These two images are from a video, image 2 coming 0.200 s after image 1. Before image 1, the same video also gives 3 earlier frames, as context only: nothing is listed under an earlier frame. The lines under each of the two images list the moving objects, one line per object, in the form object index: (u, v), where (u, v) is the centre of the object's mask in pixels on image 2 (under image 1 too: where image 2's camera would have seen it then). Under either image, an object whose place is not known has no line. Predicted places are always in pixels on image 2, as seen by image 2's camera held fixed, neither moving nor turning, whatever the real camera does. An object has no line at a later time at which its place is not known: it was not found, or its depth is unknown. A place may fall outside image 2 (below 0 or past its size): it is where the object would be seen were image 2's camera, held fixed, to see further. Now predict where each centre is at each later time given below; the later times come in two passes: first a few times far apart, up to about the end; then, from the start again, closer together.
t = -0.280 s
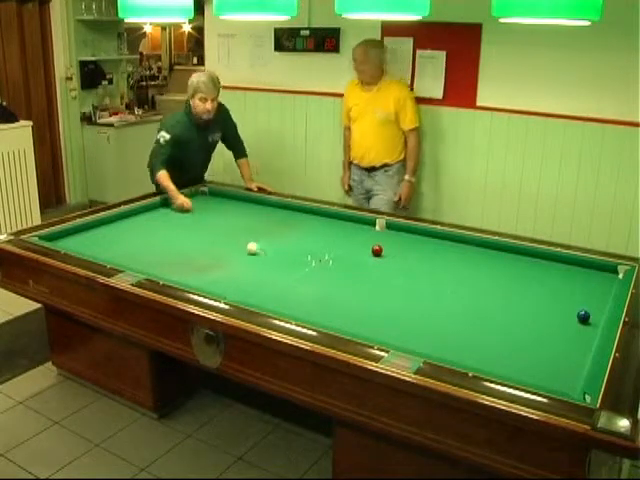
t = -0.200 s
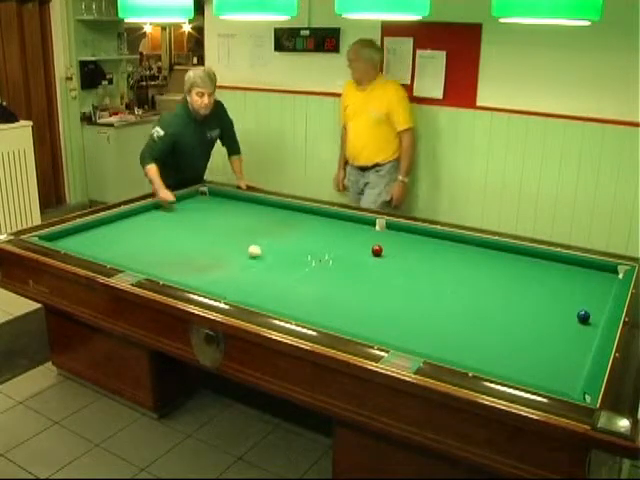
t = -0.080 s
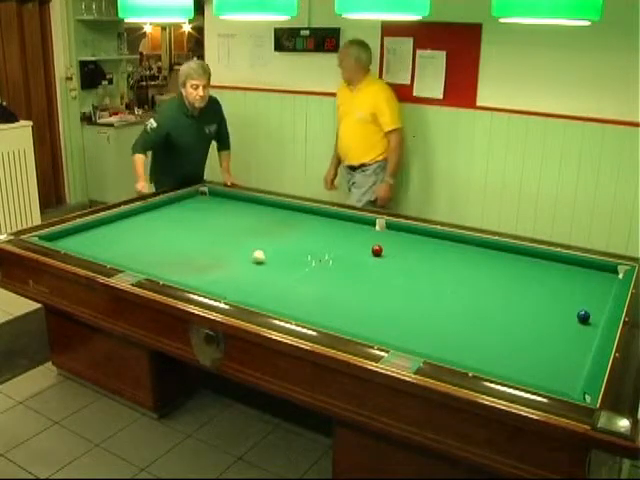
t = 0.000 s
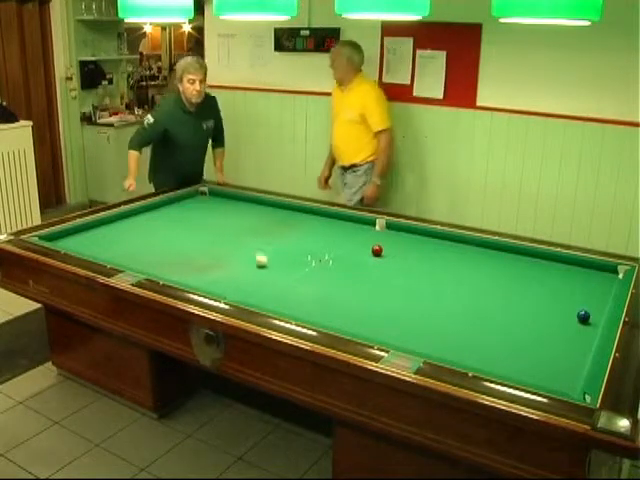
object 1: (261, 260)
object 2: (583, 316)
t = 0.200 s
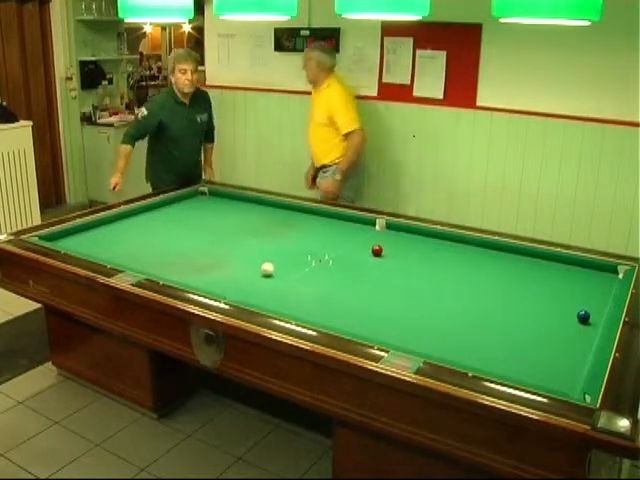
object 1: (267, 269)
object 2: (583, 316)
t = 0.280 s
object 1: (270, 273)
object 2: (583, 316)
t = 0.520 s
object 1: (278, 285)
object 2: (583, 316)
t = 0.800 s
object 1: (289, 300)
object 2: (583, 316)
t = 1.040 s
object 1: (300, 312)
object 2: (583, 316)
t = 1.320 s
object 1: (322, 316)
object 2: (583, 316)
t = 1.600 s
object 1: (349, 320)
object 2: (583, 316)
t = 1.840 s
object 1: (371, 321)
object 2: (583, 316)
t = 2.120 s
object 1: (396, 322)
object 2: (583, 316)
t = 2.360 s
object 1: (417, 323)
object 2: (583, 316)
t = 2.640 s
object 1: (440, 323)
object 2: (583, 316)
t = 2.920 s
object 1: (462, 323)
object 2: (583, 316)
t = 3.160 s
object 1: (480, 323)
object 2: (583, 316)
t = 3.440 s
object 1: (500, 323)
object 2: (583, 316)
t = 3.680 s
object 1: (516, 324)
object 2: (583, 316)
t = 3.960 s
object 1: (535, 324)
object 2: (583, 316)
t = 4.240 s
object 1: (552, 324)
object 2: (583, 316)
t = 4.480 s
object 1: (566, 324)
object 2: (583, 316)
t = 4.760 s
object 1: (582, 324)
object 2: (583, 313)
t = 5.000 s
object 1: (595, 324)
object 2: (583, 316)
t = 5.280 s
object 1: (596, 322)
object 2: (583, 315)
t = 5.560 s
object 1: (593, 320)
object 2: (579, 314)
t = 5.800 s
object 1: (592, 320)
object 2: (576, 312)
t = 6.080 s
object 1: (591, 319)
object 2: (574, 311)
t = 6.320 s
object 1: (591, 319)
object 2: (573, 310)
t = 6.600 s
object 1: (591, 319)
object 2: (571, 309)
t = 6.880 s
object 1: (591, 319)
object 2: (571, 309)
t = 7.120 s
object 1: (591, 319)
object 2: (571, 309)
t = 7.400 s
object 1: (591, 319)
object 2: (571, 309)
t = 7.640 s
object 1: (591, 319)
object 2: (571, 309)
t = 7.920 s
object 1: (591, 319)
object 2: (571, 309)
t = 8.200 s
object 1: (591, 319)
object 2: (571, 309)
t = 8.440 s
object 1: (591, 319)
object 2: (571, 309)
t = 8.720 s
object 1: (591, 319)
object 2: (571, 309)
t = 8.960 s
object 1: (591, 319)
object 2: (571, 309)
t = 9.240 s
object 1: (591, 319)
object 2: (571, 309)
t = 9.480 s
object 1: (591, 319)
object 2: (571, 309)
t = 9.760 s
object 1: (591, 319)
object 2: (571, 309)
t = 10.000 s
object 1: (591, 319)
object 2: (571, 309)
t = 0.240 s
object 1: (268, 271)
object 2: (583, 316)
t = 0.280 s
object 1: (270, 273)
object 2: (583, 316)
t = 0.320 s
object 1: (271, 275)
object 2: (583, 316)
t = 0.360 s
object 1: (272, 277)
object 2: (583, 316)
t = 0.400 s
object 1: (274, 279)
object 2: (583, 316)
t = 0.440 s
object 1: (275, 281)
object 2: (583, 316)
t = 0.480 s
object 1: (277, 283)
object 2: (583, 316)
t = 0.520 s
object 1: (278, 285)
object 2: (583, 316)
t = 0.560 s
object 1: (280, 287)
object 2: (583, 316)
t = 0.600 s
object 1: (281, 289)
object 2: (583, 316)
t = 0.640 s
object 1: (283, 291)
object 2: (583, 316)
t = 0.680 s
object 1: (284, 293)
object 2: (583, 316)
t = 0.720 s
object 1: (286, 295)
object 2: (583, 316)
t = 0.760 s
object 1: (287, 298)
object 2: (583, 316)
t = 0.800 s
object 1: (289, 300)
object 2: (583, 316)
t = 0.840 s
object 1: (291, 302)
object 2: (583, 316)
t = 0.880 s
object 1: (293, 304)
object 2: (583, 316)
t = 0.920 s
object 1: (294, 306)
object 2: (583, 316)
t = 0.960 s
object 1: (296, 307)
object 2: (583, 316)
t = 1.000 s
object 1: (298, 309)
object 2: (583, 316)
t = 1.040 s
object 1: (300, 312)
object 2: (583, 316)
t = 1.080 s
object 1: (302, 313)
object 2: (583, 316)
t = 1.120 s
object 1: (303, 315)
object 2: (583, 316)
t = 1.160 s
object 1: (306, 316)
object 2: (583, 316)
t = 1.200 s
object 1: (310, 316)
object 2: (583, 316)
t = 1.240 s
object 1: (313, 316)
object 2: (583, 316)
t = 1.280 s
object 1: (318, 316)
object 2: (583, 316)
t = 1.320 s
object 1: (322, 316)
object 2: (583, 316)
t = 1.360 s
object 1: (326, 317)
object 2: (583, 316)
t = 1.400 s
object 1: (330, 319)
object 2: (583, 316)
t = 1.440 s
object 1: (333, 318)
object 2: (583, 316)
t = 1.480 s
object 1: (337, 319)
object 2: (583, 316)
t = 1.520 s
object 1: (341, 320)
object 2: (583, 316)
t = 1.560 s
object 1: (345, 319)
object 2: (583, 316)
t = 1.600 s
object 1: (349, 320)
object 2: (583, 316)
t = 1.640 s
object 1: (353, 321)
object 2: (583, 316)
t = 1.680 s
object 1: (356, 321)
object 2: (583, 316)
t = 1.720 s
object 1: (360, 321)
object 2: (583, 316)
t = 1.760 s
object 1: (364, 321)
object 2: (583, 316)
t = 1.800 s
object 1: (367, 321)
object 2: (583, 316)
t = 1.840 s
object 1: (371, 321)
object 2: (583, 316)
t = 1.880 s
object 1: (374, 322)
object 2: (583, 316)
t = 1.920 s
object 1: (378, 322)
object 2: (583, 316)
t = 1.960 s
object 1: (382, 322)
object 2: (583, 316)
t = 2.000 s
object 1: (385, 322)
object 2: (583, 316)
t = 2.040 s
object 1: (389, 322)
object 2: (583, 316)
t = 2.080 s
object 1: (392, 322)
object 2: (583, 316)
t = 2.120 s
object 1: (396, 322)
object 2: (583, 316)
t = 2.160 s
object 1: (399, 323)
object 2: (583, 316)
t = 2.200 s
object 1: (403, 323)
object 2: (583, 316)
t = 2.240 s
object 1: (406, 323)
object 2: (583, 316)
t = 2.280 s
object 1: (410, 323)
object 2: (583, 316)
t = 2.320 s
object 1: (413, 323)
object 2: (583, 316)
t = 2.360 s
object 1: (417, 323)
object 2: (583, 316)
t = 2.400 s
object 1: (420, 323)
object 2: (583, 316)
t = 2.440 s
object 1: (423, 323)
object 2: (583, 316)
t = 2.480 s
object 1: (427, 323)
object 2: (583, 316)
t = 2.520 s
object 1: (430, 323)
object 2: (583, 316)
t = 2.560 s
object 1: (433, 323)
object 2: (583, 316)
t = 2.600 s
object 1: (436, 323)
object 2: (583, 316)
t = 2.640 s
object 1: (440, 323)
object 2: (583, 316)
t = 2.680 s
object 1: (443, 323)
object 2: (583, 316)
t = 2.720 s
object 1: (446, 323)
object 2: (583, 316)
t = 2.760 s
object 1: (449, 323)
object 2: (583, 316)
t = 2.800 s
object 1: (453, 323)
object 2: (583, 316)
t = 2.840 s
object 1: (455, 323)
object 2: (583, 316)
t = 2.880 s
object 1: (458, 323)
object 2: (583, 316)
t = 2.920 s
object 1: (462, 323)
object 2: (583, 316)
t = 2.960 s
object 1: (465, 323)
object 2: (583, 316)
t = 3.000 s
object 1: (467, 323)
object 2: (583, 316)
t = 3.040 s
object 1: (471, 323)
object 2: (583, 316)
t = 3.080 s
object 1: (474, 323)
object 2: (583, 316)
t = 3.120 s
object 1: (477, 323)
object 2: (583, 316)
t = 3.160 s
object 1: (480, 323)
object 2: (583, 316)
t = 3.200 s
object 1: (483, 323)
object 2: (583, 316)
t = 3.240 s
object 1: (486, 323)
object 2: (583, 316)
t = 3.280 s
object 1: (489, 323)
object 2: (583, 316)
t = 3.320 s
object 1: (492, 323)
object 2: (583, 316)
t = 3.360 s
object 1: (494, 323)
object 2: (583, 316)
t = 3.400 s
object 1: (497, 323)
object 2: (583, 316)
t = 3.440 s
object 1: (500, 323)
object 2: (583, 316)
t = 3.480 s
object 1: (503, 324)
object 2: (583, 316)
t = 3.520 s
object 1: (505, 323)
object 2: (583, 316)
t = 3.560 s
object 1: (508, 324)
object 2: (583, 316)
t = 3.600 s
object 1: (511, 324)
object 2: (583, 316)
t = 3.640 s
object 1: (514, 323)
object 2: (583, 316)
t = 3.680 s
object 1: (516, 324)
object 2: (583, 316)
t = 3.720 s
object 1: (520, 324)
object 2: (583, 316)
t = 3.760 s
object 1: (522, 324)
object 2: (583, 316)
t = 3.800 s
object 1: (524, 324)
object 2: (583, 316)
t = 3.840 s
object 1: (527, 324)
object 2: (583, 316)
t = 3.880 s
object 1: (530, 323)
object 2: (583, 316)
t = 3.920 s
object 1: (533, 324)
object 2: (583, 316)
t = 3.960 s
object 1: (535, 324)
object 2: (583, 316)
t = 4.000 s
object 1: (537, 324)
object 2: (583, 316)
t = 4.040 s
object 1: (540, 324)
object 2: (583, 316)
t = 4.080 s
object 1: (543, 324)
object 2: (583, 316)
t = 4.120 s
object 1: (544, 324)
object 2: (583, 316)
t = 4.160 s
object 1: (547, 324)
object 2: (583, 316)
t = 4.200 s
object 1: (550, 324)
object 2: (583, 316)
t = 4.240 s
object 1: (552, 324)
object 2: (583, 316)
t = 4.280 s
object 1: (555, 324)
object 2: (583, 316)
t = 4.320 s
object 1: (557, 324)
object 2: (583, 316)
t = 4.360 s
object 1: (560, 324)
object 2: (583, 316)
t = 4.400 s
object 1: (562, 324)
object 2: (583, 316)
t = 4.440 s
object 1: (564, 324)
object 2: (583, 316)
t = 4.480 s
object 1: (566, 324)
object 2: (583, 316)
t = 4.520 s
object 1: (569, 324)
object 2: (583, 316)
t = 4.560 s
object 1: (571, 324)
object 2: (583, 316)
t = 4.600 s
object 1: (573, 324)
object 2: (584, 315)
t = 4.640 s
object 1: (575, 323)
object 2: (584, 315)
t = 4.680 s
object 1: (578, 324)
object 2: (585, 315)
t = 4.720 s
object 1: (579, 324)
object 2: (584, 313)
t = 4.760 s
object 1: (582, 324)
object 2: (583, 313)
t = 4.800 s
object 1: (584, 324)
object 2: (583, 313)
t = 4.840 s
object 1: (586, 324)
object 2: (583, 313)
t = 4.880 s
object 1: (588, 323)
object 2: (583, 314)
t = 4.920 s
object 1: (590, 323)
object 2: (582, 315)
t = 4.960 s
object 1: (593, 324)
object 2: (582, 315)
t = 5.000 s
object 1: (595, 324)
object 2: (583, 316)
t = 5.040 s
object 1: (596, 324)
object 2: (583, 315)
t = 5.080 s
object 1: (597, 323)
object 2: (583, 315)
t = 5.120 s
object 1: (597, 323)
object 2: (583, 315)
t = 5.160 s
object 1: (596, 323)
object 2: (583, 315)
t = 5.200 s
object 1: (596, 322)
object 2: (583, 315)
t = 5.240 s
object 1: (596, 322)
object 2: (583, 315)
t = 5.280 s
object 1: (596, 322)
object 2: (583, 315)
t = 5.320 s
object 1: (594, 321)
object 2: (582, 314)
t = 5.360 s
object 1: (594, 321)
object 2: (582, 315)
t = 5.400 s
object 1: (593, 321)
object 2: (581, 314)
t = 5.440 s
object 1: (594, 321)
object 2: (581, 314)
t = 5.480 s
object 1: (593, 320)
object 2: (580, 314)
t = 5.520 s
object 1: (593, 320)
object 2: (580, 314)
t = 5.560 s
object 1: (593, 320)
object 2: (579, 314)
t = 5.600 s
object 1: (592, 320)
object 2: (579, 313)
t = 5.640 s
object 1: (592, 320)
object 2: (578, 313)
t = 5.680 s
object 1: (592, 320)
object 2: (578, 313)
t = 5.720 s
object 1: (592, 320)
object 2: (577, 313)
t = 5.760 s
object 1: (592, 320)
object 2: (577, 312)
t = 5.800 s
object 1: (592, 320)
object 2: (576, 312)
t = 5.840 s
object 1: (592, 319)
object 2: (576, 312)
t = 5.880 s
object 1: (591, 319)
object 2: (576, 312)
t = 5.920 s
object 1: (591, 319)
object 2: (576, 312)
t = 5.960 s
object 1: (591, 319)
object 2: (576, 312)
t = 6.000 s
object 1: (591, 319)
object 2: (575, 312)
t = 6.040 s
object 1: (591, 319)
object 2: (575, 312)
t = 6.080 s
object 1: (591, 319)
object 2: (574, 311)
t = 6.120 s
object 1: (591, 319)
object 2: (573, 311)
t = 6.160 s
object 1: (591, 319)
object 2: (573, 311)
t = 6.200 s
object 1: (591, 319)
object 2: (573, 310)
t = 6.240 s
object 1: (591, 319)
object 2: (573, 310)
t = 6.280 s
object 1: (591, 319)
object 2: (573, 310)
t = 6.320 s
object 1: (591, 319)
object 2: (573, 310)
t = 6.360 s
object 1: (591, 319)
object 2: (572, 310)
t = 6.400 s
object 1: (591, 319)
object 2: (572, 310)
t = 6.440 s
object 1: (591, 319)
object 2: (572, 310)
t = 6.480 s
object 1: (591, 319)
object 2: (572, 310)
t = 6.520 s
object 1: (591, 319)
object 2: (571, 309)
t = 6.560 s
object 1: (591, 319)
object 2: (571, 310)
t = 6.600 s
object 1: (591, 319)
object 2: (571, 309)
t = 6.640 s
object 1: (591, 319)
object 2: (571, 309)
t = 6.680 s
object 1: (591, 319)
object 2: (571, 309)
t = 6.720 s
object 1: (592, 319)
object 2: (571, 309)
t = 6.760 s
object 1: (591, 319)
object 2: (571, 309)
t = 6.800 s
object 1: (591, 319)
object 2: (571, 309)
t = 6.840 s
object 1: (591, 319)
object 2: (571, 309)
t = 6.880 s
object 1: (591, 319)
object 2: (571, 309)
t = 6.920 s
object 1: (591, 319)
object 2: (571, 309)
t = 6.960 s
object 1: (591, 319)
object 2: (571, 309)
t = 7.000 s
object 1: (591, 319)
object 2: (571, 309)
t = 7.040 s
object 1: (591, 319)
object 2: (571, 309)
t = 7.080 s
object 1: (591, 319)
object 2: (571, 309)
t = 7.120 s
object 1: (591, 319)
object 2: (571, 309)
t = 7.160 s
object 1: (591, 319)
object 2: (571, 309)
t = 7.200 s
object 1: (591, 319)
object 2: (571, 309)
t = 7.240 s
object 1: (591, 319)
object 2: (571, 309)
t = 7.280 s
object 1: (591, 319)
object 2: (571, 309)
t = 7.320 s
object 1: (591, 319)
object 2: (571, 309)
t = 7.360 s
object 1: (591, 319)
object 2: (571, 309)
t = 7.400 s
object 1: (591, 319)
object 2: (571, 309)
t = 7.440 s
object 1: (591, 319)
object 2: (571, 309)
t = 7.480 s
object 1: (591, 319)
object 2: (571, 309)
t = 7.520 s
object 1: (591, 319)
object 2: (571, 309)
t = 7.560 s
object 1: (591, 319)
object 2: (571, 309)
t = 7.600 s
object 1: (591, 319)
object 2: (571, 309)
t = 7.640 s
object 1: (591, 319)
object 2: (571, 309)
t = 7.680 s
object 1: (591, 319)
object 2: (571, 309)
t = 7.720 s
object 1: (591, 319)
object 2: (571, 309)
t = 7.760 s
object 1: (591, 319)
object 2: (571, 309)
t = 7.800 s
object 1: (591, 319)
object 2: (571, 309)
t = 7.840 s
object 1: (591, 319)
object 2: (571, 309)
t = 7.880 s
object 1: (591, 319)
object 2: (571, 309)
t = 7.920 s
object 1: (591, 319)
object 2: (571, 309)
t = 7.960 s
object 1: (591, 319)
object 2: (571, 309)
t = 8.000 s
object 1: (591, 319)
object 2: (571, 309)
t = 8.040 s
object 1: (591, 319)
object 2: (571, 309)
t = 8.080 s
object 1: (591, 319)
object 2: (571, 309)
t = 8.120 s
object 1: (591, 319)
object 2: (571, 309)
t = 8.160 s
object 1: (591, 319)
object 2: (571, 309)
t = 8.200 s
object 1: (591, 319)
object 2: (571, 309)
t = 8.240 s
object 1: (591, 319)
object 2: (571, 309)
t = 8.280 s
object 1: (591, 319)
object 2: (571, 309)
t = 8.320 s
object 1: (591, 319)
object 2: (571, 309)
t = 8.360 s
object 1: (591, 319)
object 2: (571, 309)
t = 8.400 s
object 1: (591, 319)
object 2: (571, 309)
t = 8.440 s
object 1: (591, 319)
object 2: (571, 309)
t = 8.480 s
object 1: (591, 319)
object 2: (571, 309)
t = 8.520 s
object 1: (591, 319)
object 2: (571, 309)
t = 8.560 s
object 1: (591, 319)
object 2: (571, 309)
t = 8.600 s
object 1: (591, 319)
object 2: (571, 309)
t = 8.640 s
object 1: (591, 319)
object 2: (571, 309)
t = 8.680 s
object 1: (591, 319)
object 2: (571, 309)
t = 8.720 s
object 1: (591, 319)
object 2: (571, 309)
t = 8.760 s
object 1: (591, 319)
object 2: (571, 309)
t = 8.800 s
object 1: (591, 319)
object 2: (571, 309)
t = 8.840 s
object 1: (591, 319)
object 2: (571, 309)
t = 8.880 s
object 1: (591, 319)
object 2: (571, 309)
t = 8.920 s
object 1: (591, 319)
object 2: (571, 309)
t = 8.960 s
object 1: (591, 319)
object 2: (571, 309)
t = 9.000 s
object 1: (591, 319)
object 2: (571, 309)
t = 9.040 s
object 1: (591, 319)
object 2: (571, 309)
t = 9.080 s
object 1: (591, 319)
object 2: (571, 309)
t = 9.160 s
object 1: (591, 319)
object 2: (571, 309)
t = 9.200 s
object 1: (591, 319)
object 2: (571, 309)
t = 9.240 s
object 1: (591, 319)
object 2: (571, 309)
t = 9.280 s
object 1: (591, 319)
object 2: (571, 309)
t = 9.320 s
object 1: (591, 319)
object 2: (571, 309)
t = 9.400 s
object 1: (591, 319)
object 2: (571, 309)
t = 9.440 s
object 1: (591, 319)
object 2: (571, 309)
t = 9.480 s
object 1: (591, 319)
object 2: (571, 309)
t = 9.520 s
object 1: (591, 319)
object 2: (571, 309)
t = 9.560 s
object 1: (591, 319)
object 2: (571, 309)
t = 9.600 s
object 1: (591, 319)
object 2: (571, 309)
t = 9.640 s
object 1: (591, 319)
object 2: (571, 309)
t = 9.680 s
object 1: (591, 319)
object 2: (571, 309)
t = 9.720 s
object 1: (591, 319)
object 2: (571, 309)
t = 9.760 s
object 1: (591, 319)
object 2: (571, 309)
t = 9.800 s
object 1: (591, 319)
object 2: (571, 309)
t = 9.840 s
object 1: (591, 319)
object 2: (571, 309)
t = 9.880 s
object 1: (591, 319)
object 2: (571, 309)
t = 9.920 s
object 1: (591, 319)
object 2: (571, 309)
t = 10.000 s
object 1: (591, 319)
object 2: (571, 309)
